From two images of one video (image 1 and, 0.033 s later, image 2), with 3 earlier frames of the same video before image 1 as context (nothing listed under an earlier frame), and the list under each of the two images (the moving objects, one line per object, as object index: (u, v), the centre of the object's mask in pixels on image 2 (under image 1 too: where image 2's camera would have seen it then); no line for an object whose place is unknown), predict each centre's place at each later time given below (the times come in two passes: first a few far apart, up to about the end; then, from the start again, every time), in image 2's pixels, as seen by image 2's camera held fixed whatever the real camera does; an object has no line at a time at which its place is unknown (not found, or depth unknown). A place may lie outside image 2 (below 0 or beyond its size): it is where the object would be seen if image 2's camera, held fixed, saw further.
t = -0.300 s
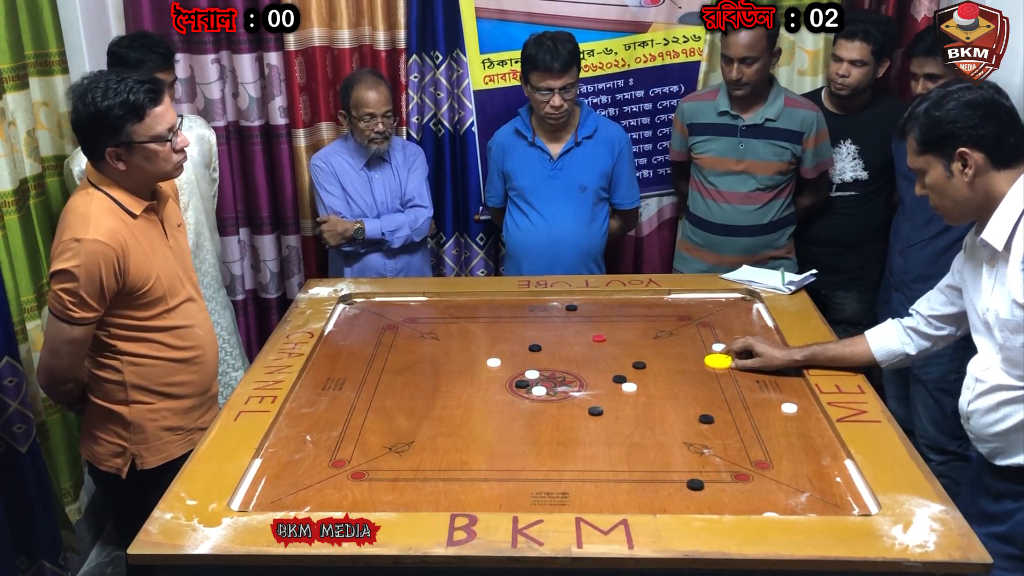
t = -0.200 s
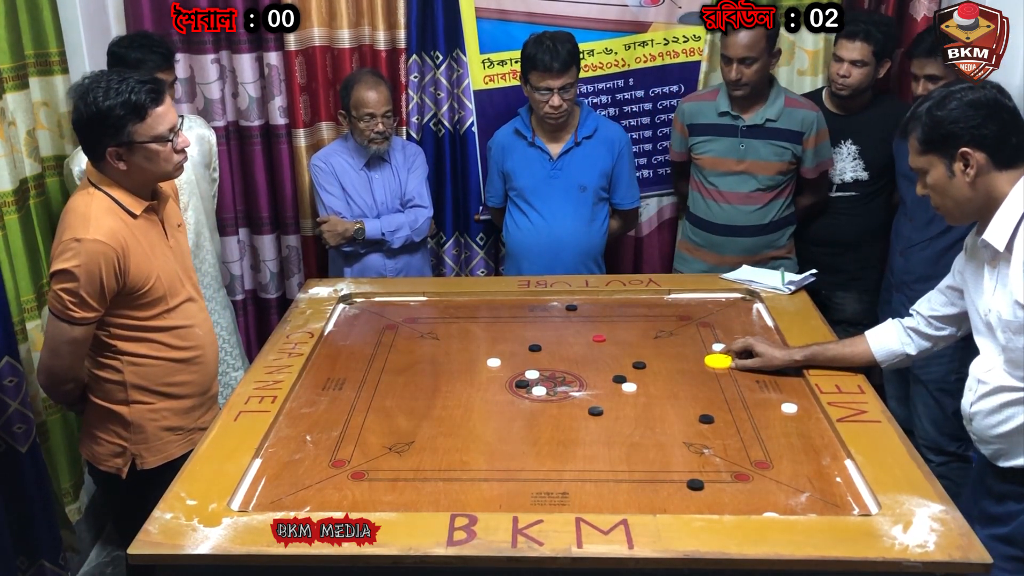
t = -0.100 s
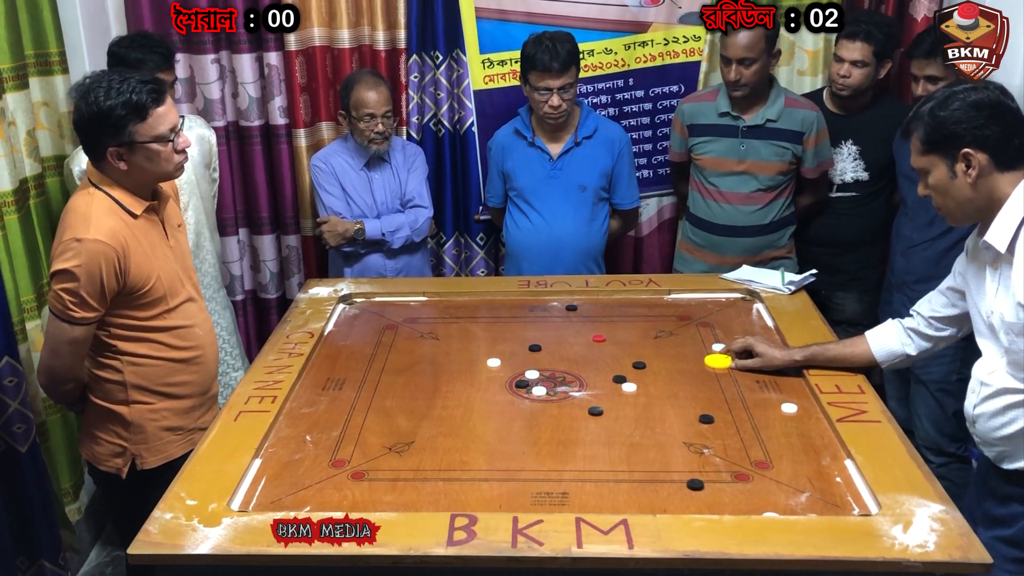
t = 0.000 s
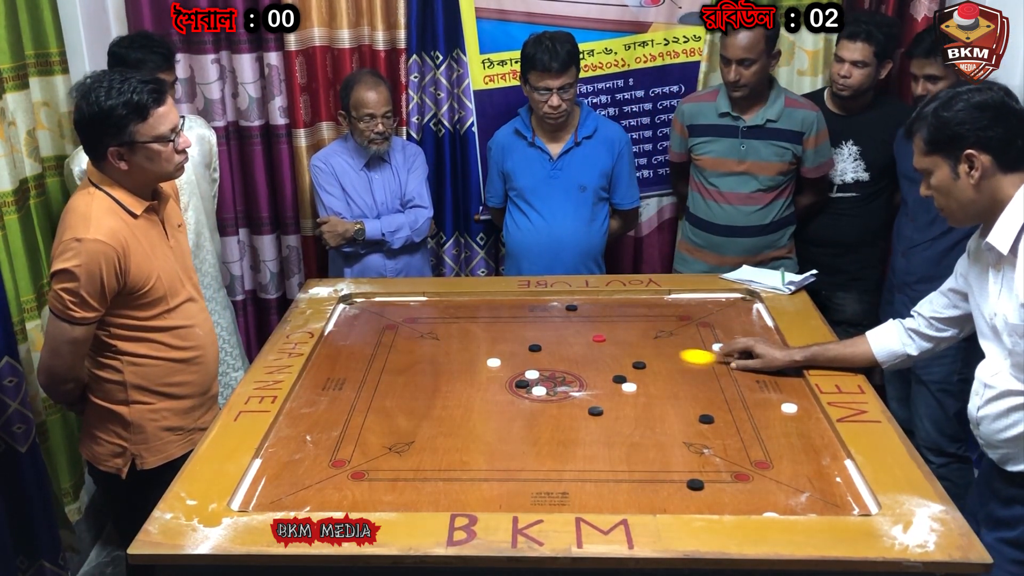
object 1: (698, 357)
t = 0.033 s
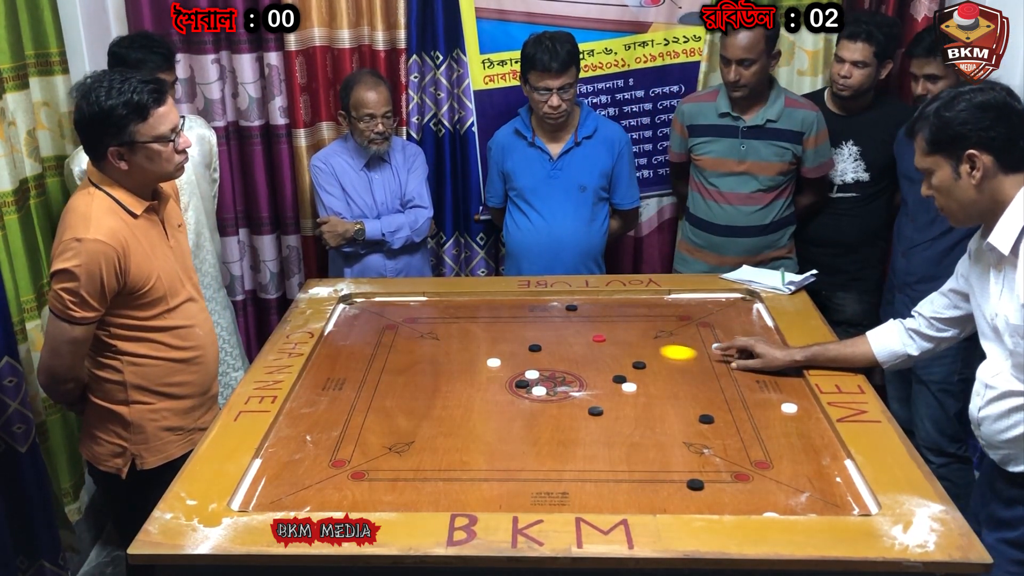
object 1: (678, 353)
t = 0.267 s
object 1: (579, 331)
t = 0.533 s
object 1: (518, 317)
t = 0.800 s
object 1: (484, 309)
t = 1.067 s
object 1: (470, 306)
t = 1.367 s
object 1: (469, 306)
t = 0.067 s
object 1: (659, 349)
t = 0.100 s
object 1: (640, 345)
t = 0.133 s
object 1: (623, 341)
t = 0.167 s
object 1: (610, 339)
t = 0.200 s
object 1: (600, 336)
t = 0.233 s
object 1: (589, 334)
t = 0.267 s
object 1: (579, 331)
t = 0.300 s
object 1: (570, 329)
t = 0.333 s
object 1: (561, 327)
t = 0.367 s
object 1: (553, 325)
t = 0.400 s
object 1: (545, 323)
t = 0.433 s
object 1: (538, 321)
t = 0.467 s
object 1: (531, 320)
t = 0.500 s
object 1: (524, 318)
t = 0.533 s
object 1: (518, 317)
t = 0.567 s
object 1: (513, 315)
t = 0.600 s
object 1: (507, 314)
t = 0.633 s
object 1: (502, 313)
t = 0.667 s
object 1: (498, 312)
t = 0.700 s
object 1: (494, 311)
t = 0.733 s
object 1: (490, 310)
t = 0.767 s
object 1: (487, 310)
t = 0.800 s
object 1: (484, 309)
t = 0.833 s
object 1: (481, 308)
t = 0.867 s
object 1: (478, 308)
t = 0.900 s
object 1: (476, 307)
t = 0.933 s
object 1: (474, 307)
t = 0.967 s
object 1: (473, 307)
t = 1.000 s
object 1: (471, 307)
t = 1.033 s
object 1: (470, 306)
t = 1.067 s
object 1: (470, 306)
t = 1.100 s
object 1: (469, 306)
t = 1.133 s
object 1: (469, 306)
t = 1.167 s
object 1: (469, 306)
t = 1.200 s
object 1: (469, 306)
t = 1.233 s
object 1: (469, 306)
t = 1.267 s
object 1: (469, 306)
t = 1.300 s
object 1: (469, 306)
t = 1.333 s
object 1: (469, 306)
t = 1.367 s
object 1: (469, 306)
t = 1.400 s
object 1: (469, 306)
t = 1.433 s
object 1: (469, 306)
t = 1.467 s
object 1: (469, 306)
